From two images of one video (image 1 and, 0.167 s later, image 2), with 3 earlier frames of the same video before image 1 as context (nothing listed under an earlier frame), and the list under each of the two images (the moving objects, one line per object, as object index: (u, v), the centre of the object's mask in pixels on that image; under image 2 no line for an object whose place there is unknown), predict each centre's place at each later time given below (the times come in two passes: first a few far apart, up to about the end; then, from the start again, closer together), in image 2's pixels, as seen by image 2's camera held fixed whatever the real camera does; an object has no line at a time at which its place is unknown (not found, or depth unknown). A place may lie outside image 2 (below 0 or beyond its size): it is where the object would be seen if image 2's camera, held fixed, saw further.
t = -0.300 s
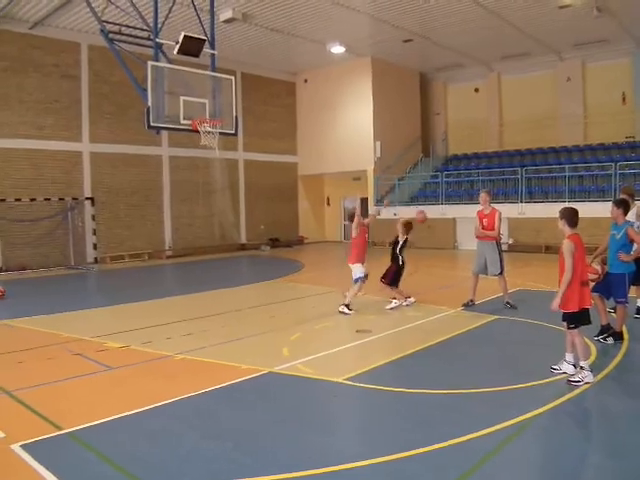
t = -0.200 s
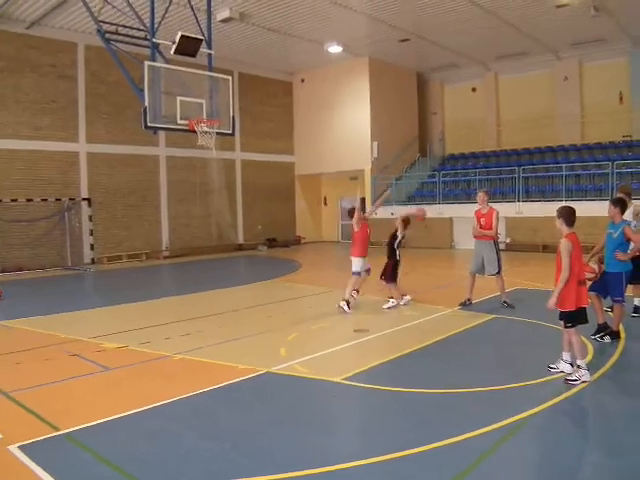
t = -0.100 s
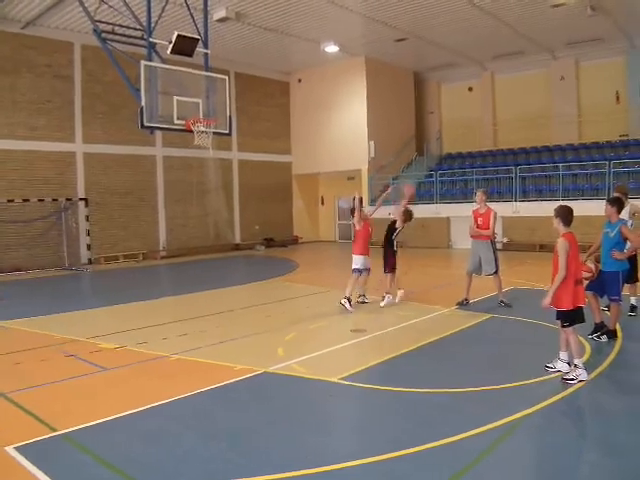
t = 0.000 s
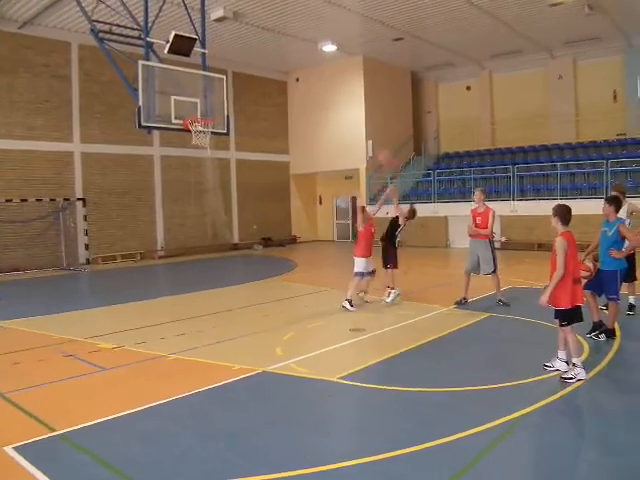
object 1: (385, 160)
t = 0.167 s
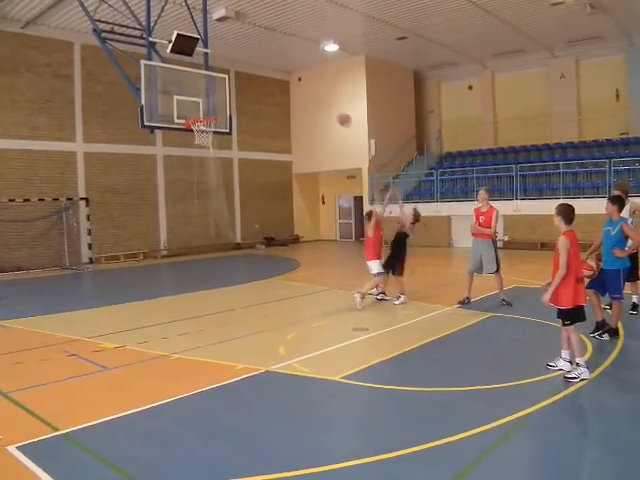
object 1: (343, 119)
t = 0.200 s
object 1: (335, 114)
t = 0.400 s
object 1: (286, 94)
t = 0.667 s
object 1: (229, 105)
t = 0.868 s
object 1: (206, 107)
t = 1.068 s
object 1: (206, 106)
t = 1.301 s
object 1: (210, 110)
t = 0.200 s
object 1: (335, 114)
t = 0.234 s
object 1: (327, 109)
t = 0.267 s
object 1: (319, 105)
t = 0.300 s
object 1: (309, 101)
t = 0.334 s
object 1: (306, 100)
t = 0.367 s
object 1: (298, 98)
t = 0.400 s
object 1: (286, 94)
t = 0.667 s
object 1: (229, 105)
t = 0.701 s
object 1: (217, 112)
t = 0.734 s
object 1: (213, 112)
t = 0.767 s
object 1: (210, 110)
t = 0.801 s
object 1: (208, 109)
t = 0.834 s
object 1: (207, 108)
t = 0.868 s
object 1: (206, 107)
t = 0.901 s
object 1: (205, 107)
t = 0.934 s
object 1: (203, 107)
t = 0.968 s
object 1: (204, 108)
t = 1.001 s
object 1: (204, 106)
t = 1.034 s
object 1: (205, 106)
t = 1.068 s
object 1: (206, 106)
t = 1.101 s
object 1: (207, 106)
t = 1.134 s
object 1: (208, 108)
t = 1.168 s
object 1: (209, 111)
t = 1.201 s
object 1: (210, 111)
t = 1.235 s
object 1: (210, 110)
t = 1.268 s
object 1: (210, 110)
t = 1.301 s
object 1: (210, 110)
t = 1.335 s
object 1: (210, 111)
